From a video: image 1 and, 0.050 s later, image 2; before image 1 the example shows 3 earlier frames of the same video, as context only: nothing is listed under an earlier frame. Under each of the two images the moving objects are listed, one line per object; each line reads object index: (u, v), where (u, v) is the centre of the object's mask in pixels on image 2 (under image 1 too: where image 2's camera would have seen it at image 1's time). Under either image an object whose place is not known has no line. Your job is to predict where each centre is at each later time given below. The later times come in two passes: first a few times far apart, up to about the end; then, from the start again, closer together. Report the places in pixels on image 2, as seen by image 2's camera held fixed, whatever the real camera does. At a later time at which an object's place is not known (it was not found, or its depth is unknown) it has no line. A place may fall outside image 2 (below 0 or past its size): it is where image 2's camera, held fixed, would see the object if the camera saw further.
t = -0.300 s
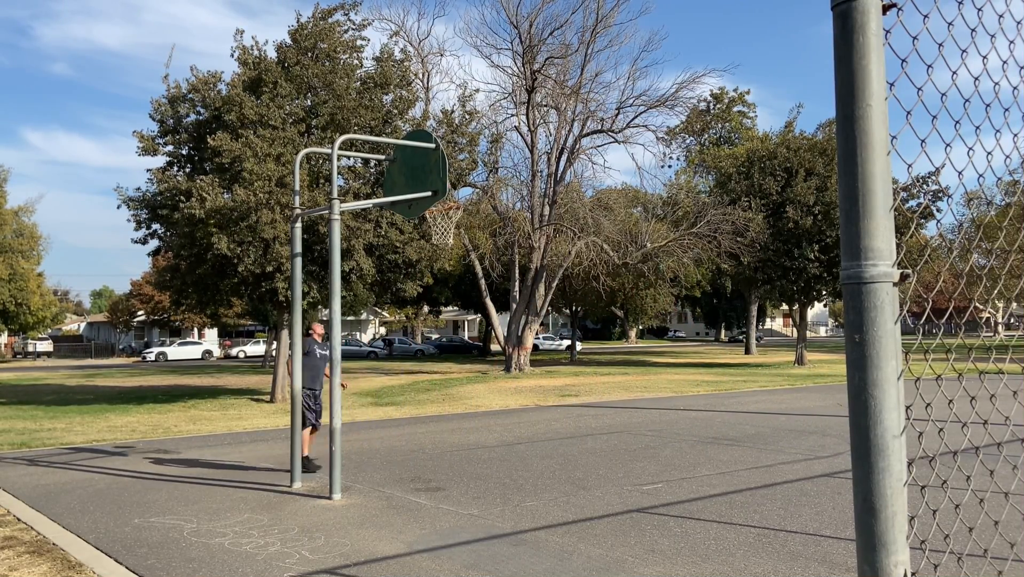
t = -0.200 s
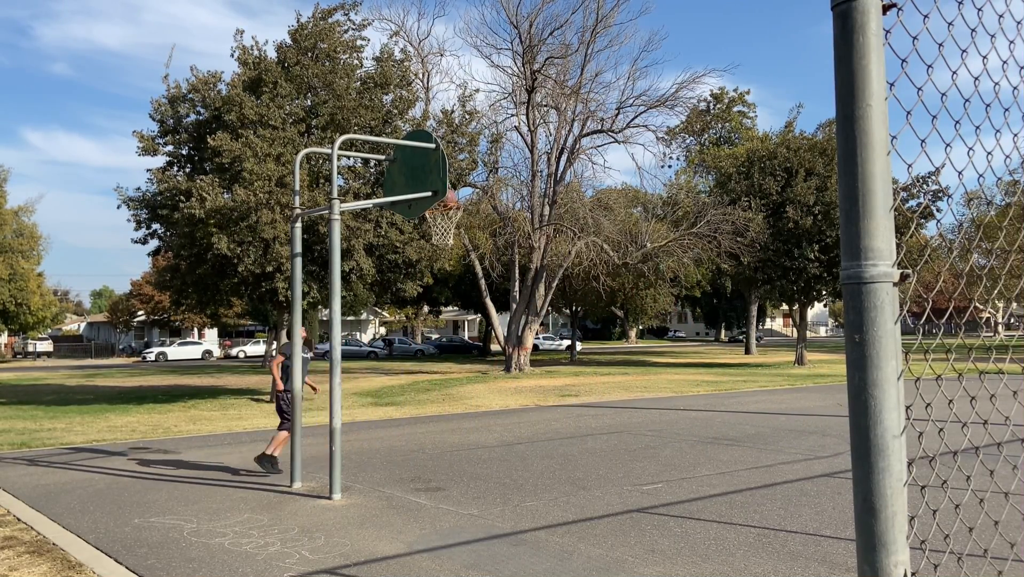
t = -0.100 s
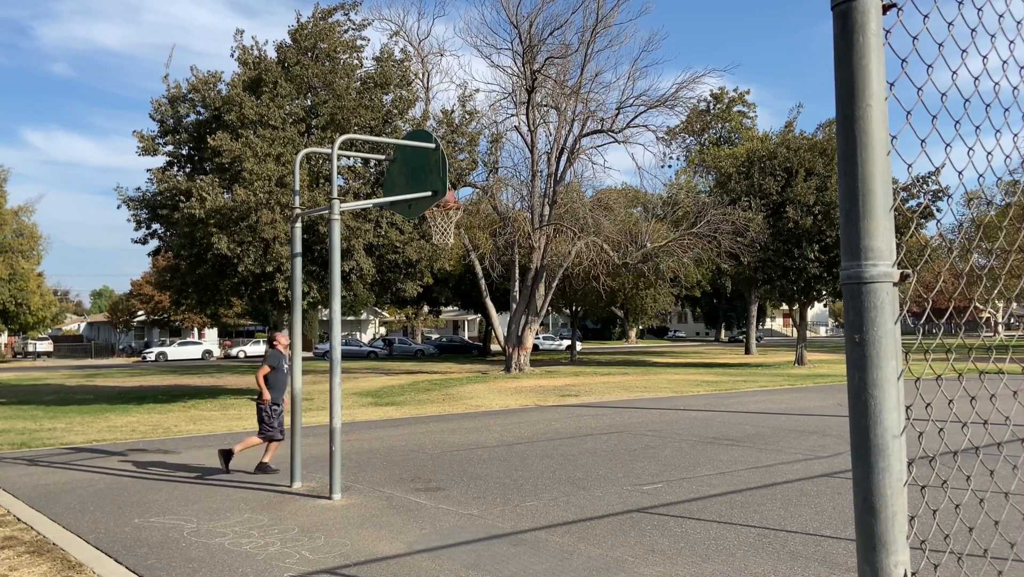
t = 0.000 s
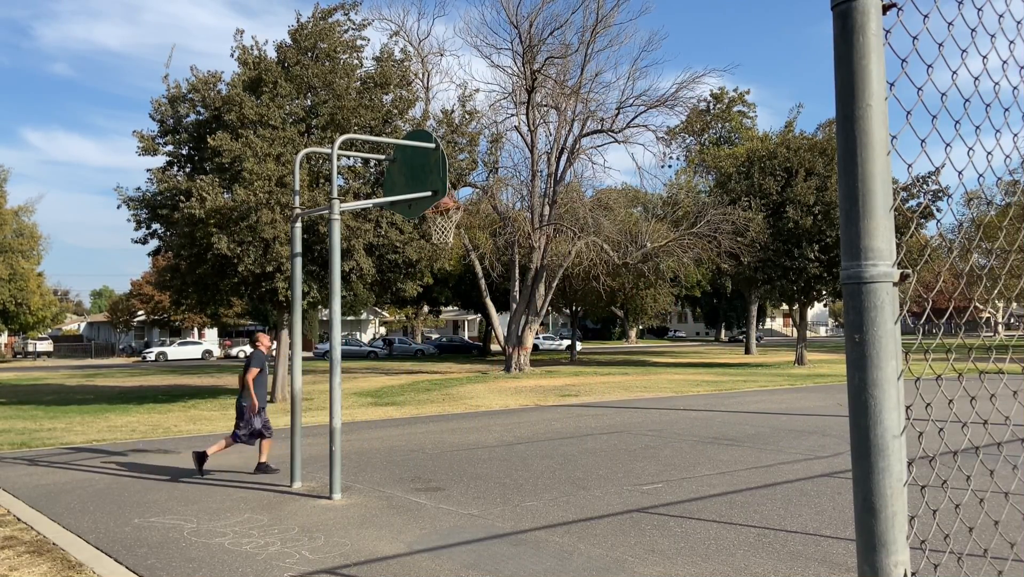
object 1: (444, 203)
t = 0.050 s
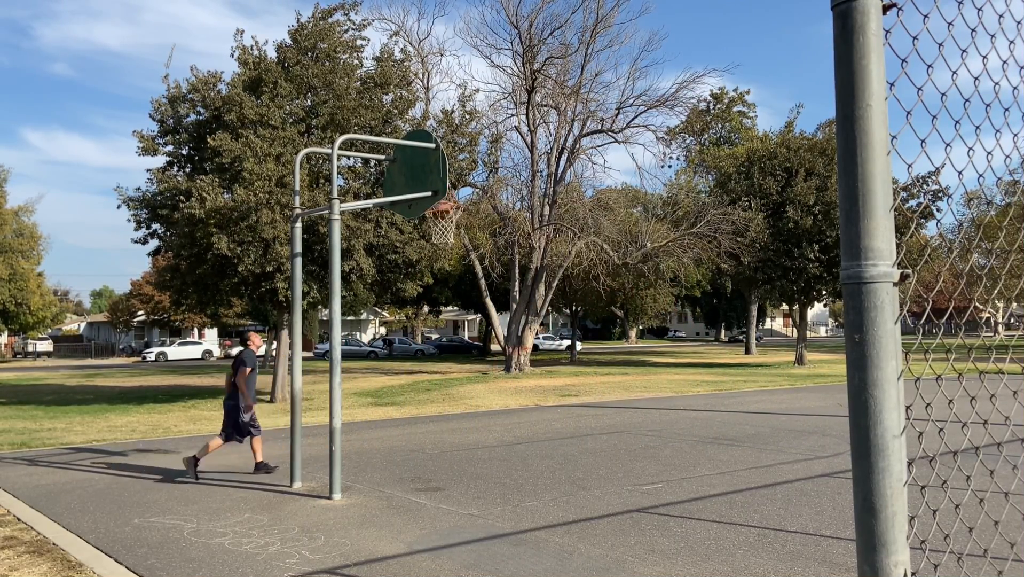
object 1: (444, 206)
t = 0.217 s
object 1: (439, 226)
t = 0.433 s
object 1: (446, 256)
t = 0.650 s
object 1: (453, 325)
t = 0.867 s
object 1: (459, 434)
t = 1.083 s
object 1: (465, 393)
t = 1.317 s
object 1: (473, 321)
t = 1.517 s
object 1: (479, 298)
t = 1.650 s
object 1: (484, 302)
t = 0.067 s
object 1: (442, 208)
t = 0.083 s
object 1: (442, 208)
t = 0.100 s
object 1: (441, 211)
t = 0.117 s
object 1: (440, 216)
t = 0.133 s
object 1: (440, 216)
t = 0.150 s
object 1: (436, 218)
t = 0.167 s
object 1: (440, 226)
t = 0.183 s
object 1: (439, 225)
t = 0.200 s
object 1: (442, 226)
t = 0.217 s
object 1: (439, 226)
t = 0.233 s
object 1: (435, 228)
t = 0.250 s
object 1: (448, 240)
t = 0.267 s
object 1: (442, 240)
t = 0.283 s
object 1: (442, 241)
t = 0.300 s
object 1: (445, 243)
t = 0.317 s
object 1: (443, 243)
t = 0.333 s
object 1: (443, 245)
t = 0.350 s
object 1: (443, 246)
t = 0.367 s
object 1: (444, 247)
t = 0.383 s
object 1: (444, 249)
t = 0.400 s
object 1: (445, 250)
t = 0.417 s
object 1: (445, 254)
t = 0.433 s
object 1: (446, 256)
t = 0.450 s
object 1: (446, 260)
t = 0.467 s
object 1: (446, 265)
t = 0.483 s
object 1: (447, 269)
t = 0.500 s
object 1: (447, 274)
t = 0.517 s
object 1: (448, 278)
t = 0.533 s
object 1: (449, 283)
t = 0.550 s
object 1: (449, 288)
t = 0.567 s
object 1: (449, 294)
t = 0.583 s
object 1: (450, 300)
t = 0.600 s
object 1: (450, 306)
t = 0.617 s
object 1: (451, 312)
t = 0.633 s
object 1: (452, 318)
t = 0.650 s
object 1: (453, 325)
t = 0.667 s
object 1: (453, 331)
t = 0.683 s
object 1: (453, 339)
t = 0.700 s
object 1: (454, 346)
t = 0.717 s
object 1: (455, 354)
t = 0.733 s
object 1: (455, 362)
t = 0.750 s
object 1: (455, 370)
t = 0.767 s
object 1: (455, 378)
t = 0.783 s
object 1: (456, 387)
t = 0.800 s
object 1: (457, 396)
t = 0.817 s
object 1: (457, 405)
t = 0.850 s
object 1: (458, 424)
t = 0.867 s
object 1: (459, 434)
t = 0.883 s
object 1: (459, 445)
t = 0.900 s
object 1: (460, 455)
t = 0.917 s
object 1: (460, 465)
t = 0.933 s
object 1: (461, 463)
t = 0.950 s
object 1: (461, 454)
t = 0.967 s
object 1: (462, 446)
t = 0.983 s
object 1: (462, 437)
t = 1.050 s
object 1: (464, 407)
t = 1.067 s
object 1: (464, 399)
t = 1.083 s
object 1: (465, 393)
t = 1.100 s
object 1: (465, 386)
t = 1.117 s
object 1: (466, 379)
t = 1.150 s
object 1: (467, 367)
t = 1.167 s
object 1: (468, 362)
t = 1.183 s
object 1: (469, 356)
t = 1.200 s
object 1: (469, 351)
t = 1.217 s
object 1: (470, 346)
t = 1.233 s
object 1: (470, 342)
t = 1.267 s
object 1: (471, 333)
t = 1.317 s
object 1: (473, 321)
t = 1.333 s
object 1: (473, 318)
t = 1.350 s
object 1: (474, 315)
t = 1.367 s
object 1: (475, 312)
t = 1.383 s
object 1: (475, 309)
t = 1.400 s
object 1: (476, 307)
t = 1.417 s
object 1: (476, 305)
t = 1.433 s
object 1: (477, 303)
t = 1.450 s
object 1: (477, 302)
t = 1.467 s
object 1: (478, 301)
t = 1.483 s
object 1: (478, 300)
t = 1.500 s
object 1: (479, 299)
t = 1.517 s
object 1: (479, 298)
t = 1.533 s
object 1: (480, 298)
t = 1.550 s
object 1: (481, 298)
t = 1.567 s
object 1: (481, 298)
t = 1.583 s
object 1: (482, 298)
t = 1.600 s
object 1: (483, 299)
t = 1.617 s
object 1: (483, 299)
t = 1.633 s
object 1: (484, 301)
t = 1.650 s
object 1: (484, 302)
